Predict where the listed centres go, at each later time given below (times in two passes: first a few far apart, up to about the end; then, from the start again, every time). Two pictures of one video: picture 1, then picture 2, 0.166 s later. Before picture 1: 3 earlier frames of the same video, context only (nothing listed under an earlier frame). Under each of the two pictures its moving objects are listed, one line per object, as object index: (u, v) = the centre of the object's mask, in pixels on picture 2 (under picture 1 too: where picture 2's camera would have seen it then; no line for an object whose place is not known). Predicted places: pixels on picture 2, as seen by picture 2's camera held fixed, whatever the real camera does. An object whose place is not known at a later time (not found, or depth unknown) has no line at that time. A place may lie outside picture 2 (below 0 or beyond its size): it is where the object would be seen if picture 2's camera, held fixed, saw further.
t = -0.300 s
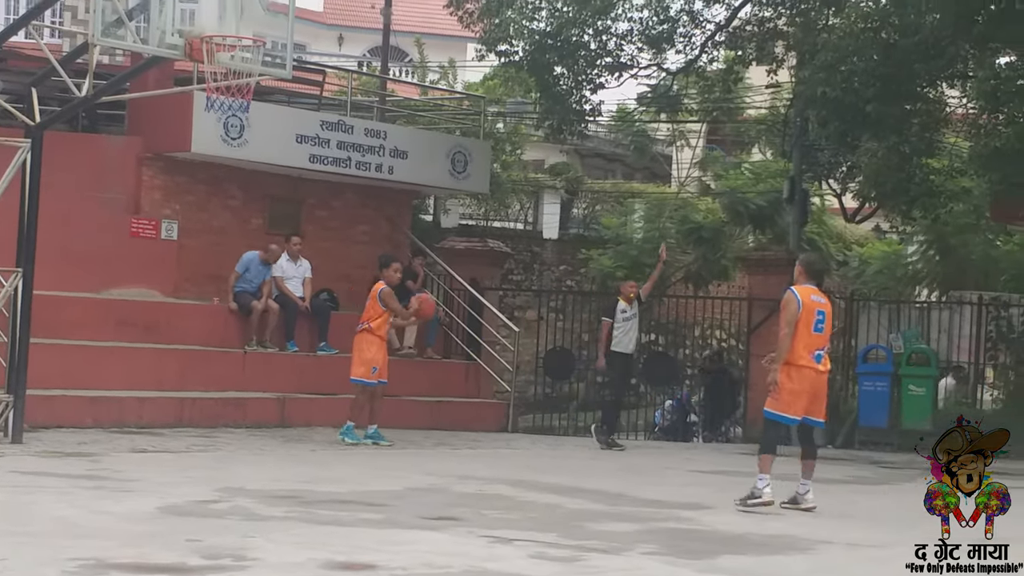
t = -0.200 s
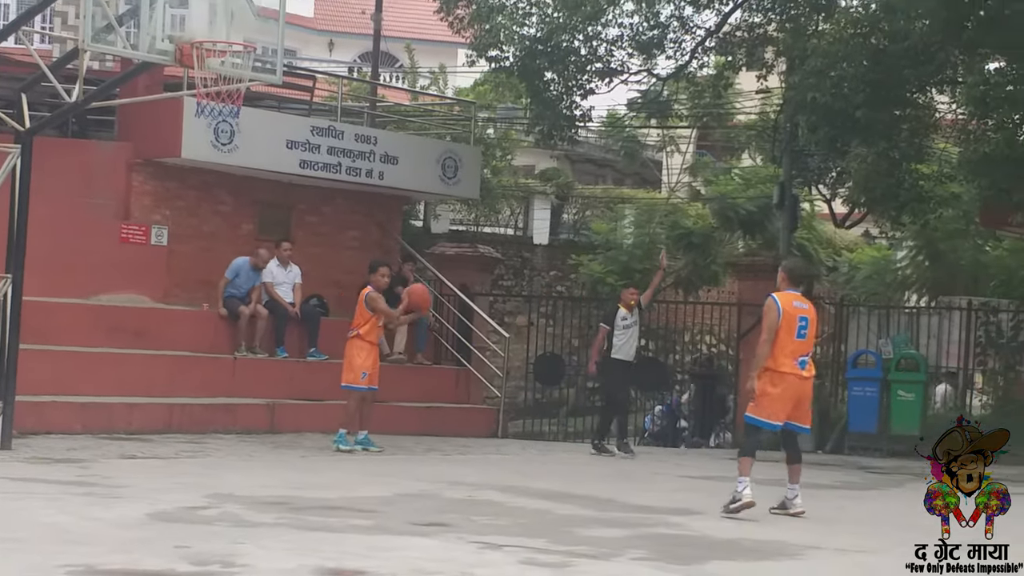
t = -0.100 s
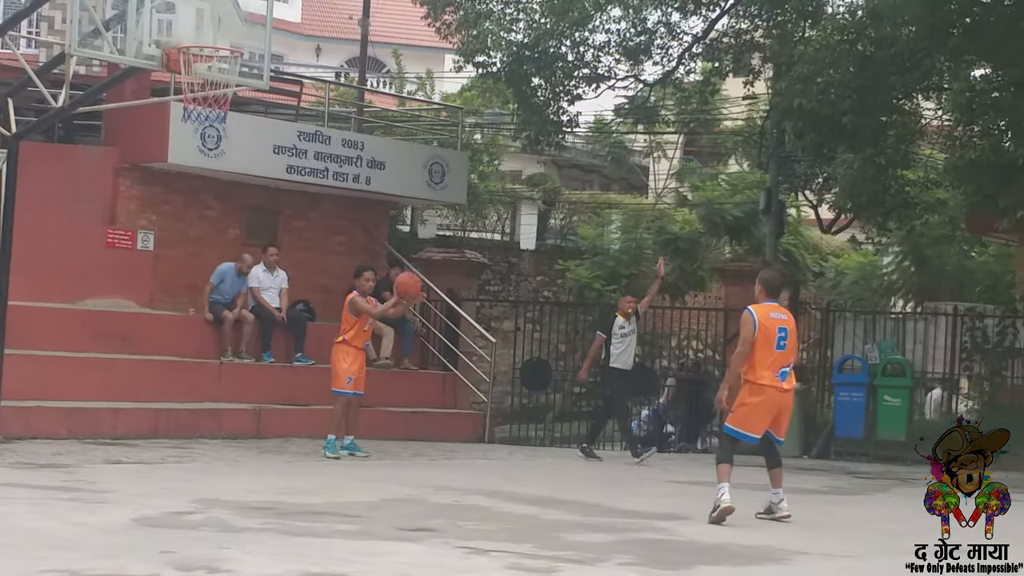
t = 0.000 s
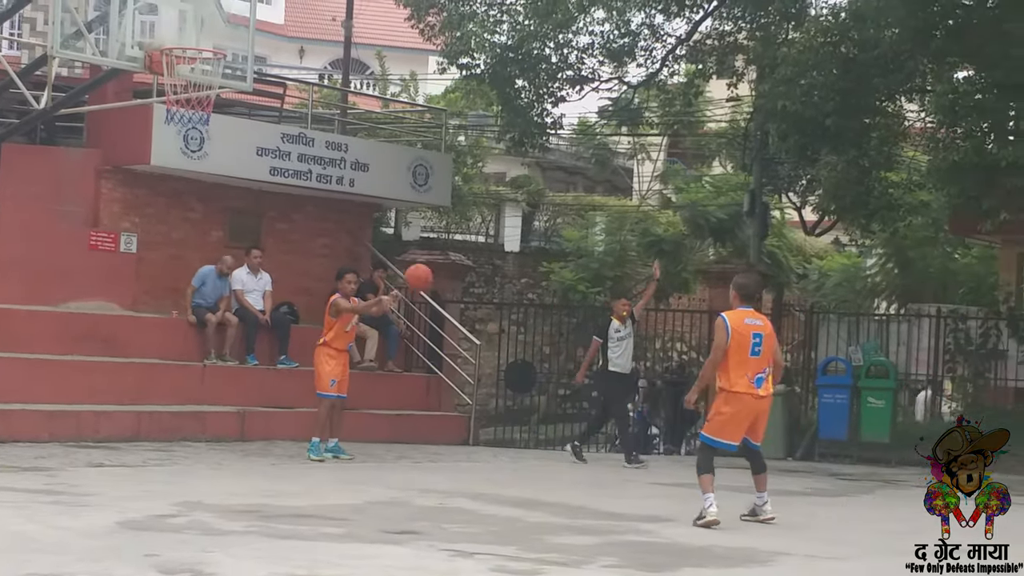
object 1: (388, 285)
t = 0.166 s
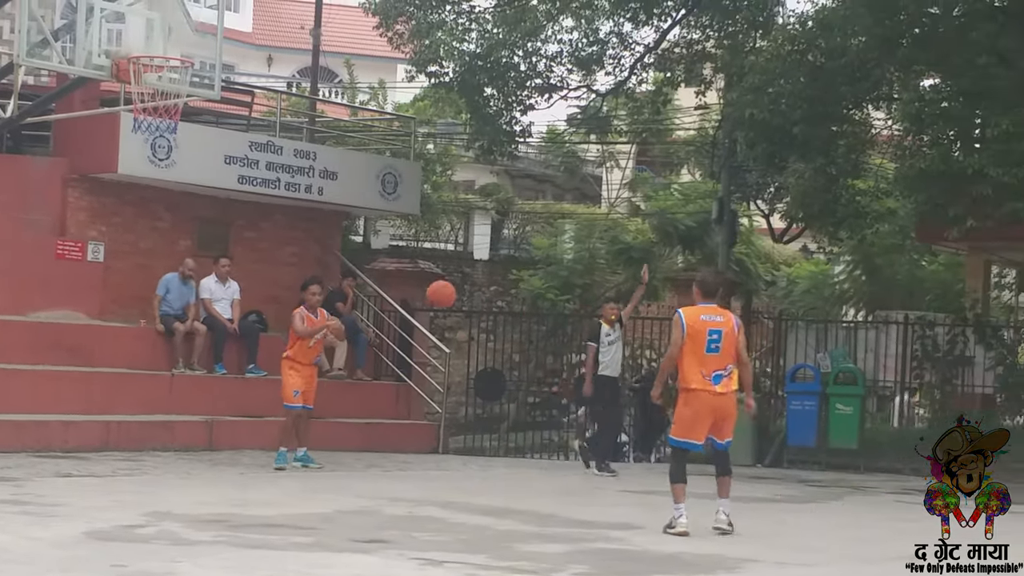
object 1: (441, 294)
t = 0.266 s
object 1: (475, 317)
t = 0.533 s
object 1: (578, 459)
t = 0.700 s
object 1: (627, 439)
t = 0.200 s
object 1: (452, 300)
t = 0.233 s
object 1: (463, 308)
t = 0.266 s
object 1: (475, 317)
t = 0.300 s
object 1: (487, 329)
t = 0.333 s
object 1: (499, 342)
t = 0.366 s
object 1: (512, 356)
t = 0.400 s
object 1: (524, 372)
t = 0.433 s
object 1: (537, 391)
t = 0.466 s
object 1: (550, 411)
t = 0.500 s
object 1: (565, 435)
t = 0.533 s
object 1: (578, 459)
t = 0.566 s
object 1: (593, 486)
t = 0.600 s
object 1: (604, 495)
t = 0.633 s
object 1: (612, 475)
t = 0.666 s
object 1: (620, 456)
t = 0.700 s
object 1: (627, 439)
